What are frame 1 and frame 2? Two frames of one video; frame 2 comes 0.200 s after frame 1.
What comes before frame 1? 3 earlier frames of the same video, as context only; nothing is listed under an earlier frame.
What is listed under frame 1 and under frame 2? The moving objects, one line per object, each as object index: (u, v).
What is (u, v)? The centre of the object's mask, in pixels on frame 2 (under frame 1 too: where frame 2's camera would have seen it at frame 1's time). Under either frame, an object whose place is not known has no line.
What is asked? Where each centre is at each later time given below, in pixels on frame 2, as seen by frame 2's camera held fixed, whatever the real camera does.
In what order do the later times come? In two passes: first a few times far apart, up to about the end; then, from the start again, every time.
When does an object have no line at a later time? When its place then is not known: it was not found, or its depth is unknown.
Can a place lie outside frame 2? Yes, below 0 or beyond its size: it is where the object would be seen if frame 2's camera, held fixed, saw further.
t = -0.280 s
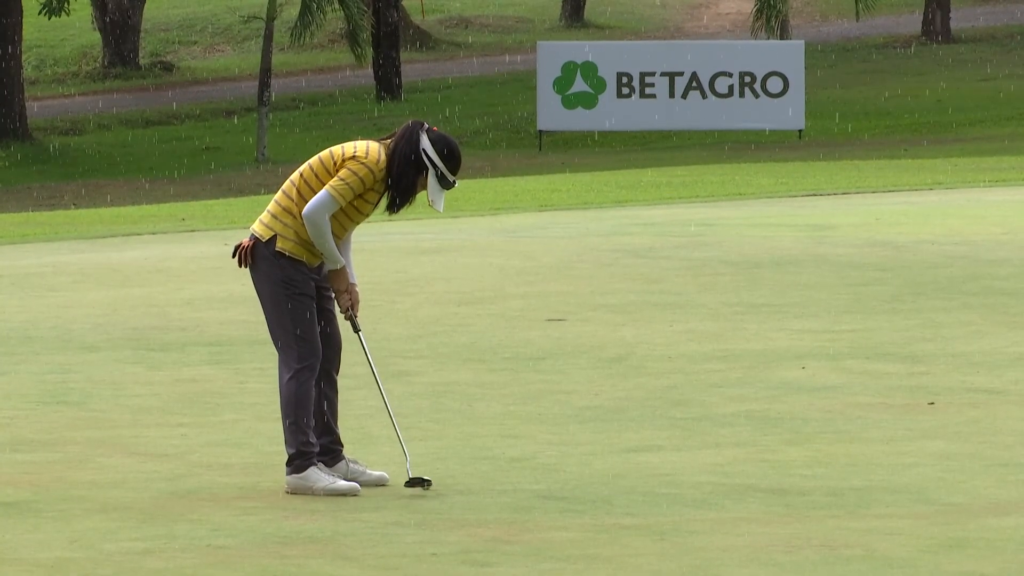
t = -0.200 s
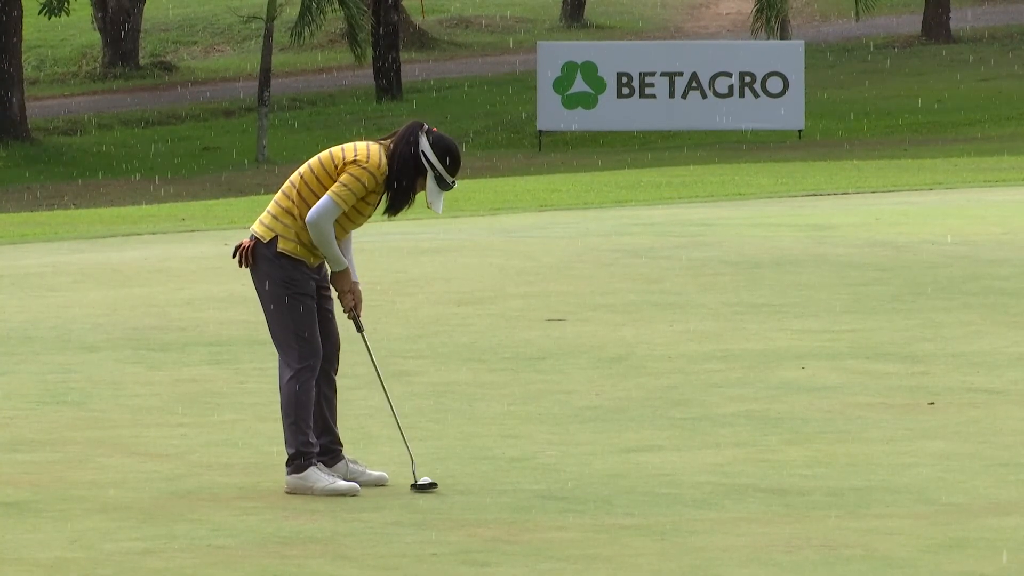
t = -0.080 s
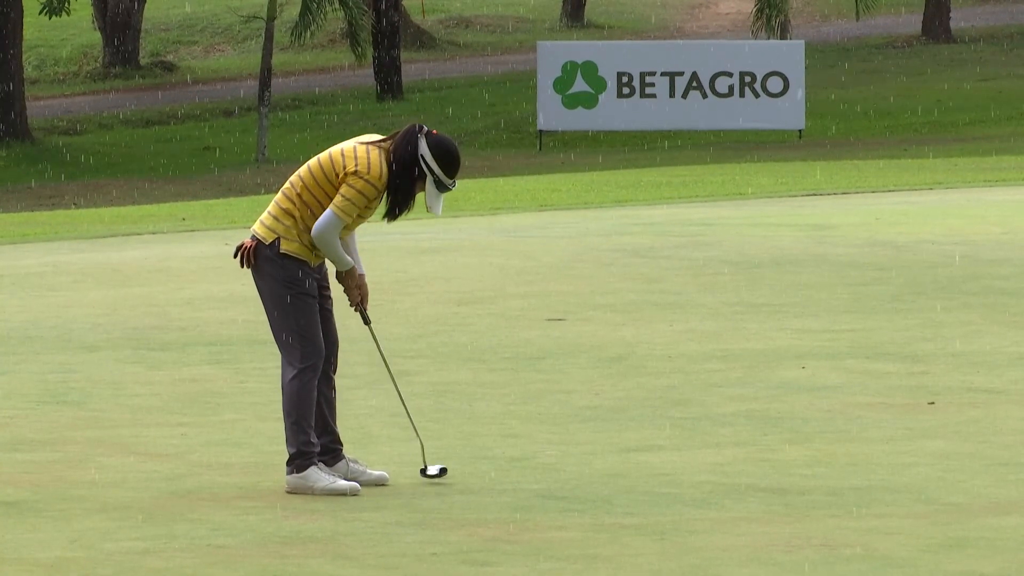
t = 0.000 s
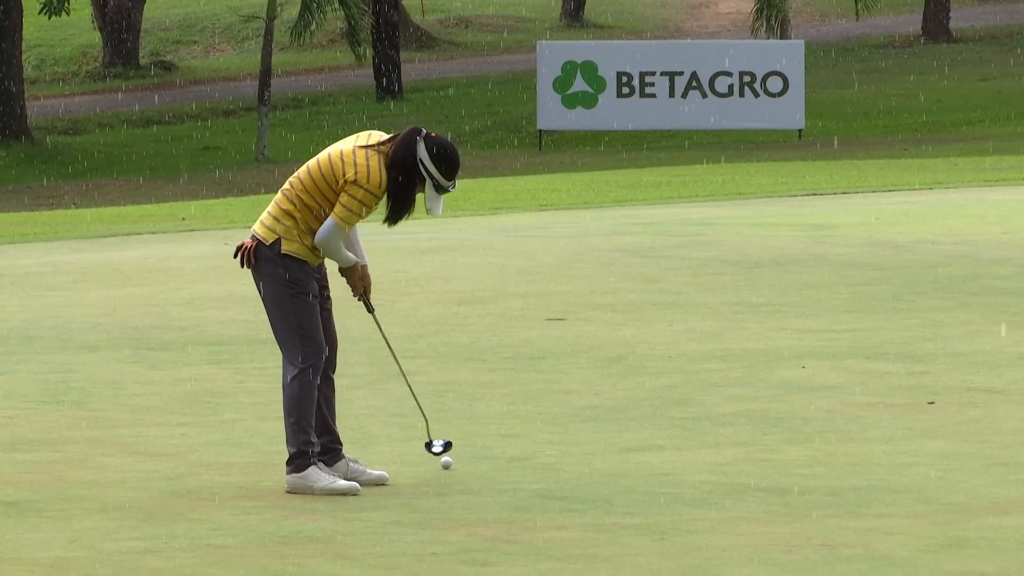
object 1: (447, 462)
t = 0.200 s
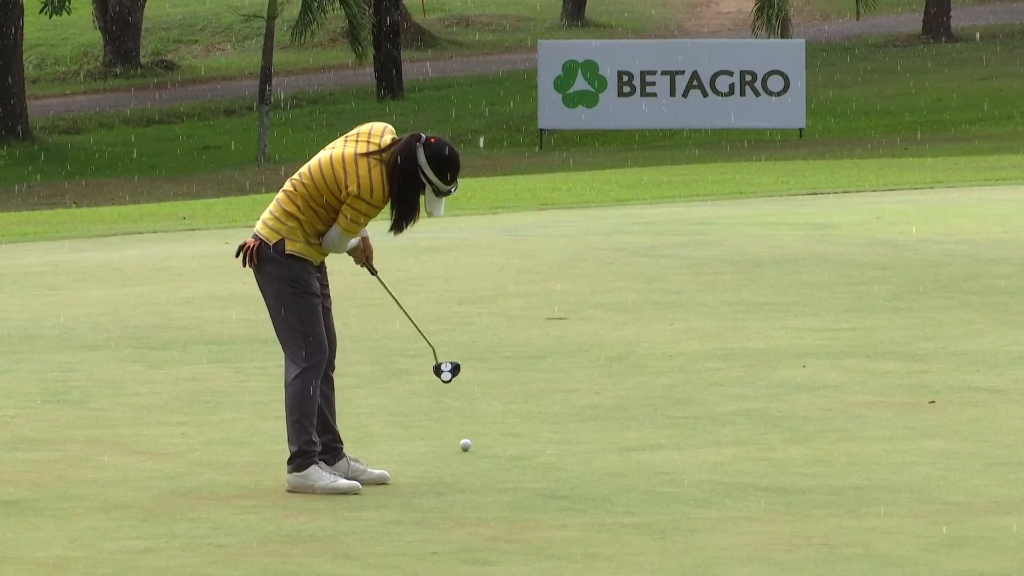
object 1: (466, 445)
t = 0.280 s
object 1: (471, 439)
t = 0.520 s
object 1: (488, 422)
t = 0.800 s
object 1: (505, 407)
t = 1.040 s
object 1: (518, 394)
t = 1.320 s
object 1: (534, 380)
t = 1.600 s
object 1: (550, 369)
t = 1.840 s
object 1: (561, 361)
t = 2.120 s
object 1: (573, 352)
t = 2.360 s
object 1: (581, 344)
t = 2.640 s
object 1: (585, 338)
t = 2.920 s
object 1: (588, 332)
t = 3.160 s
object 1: (591, 328)
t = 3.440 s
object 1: (592, 324)
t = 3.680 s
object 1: (592, 320)
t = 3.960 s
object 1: (590, 318)
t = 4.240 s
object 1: (587, 316)
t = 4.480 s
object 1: (585, 315)
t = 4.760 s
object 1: (581, 315)
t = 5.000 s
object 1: (580, 315)
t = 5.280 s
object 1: (580, 315)
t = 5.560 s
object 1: (580, 315)
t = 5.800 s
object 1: (580, 314)
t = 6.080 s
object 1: (581, 314)
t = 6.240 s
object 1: (580, 316)
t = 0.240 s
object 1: (468, 443)
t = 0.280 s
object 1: (471, 439)
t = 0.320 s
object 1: (474, 437)
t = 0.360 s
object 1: (477, 433)
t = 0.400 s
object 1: (480, 431)
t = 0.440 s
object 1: (483, 427)
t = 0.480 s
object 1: (485, 426)
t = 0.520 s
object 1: (488, 422)
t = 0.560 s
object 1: (490, 421)
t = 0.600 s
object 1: (493, 417)
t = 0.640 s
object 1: (496, 416)
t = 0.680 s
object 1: (498, 413)
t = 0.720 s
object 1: (501, 411)
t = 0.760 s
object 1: (503, 409)
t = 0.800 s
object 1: (505, 407)
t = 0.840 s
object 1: (508, 404)
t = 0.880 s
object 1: (510, 402)
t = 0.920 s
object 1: (512, 400)
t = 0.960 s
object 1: (514, 398)
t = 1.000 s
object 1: (517, 395)
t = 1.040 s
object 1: (518, 394)
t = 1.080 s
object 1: (520, 392)
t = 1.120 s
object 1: (523, 389)
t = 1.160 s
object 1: (525, 388)
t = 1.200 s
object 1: (527, 386)
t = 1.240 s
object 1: (530, 384)
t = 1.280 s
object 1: (532, 382)
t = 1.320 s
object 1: (534, 380)
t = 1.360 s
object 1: (536, 379)
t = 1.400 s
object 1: (539, 377)
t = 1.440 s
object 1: (541, 375)
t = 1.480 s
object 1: (543, 374)
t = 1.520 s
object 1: (546, 372)
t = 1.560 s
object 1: (548, 371)
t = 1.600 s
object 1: (550, 369)
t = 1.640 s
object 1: (552, 368)
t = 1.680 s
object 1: (554, 367)
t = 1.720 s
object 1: (557, 365)
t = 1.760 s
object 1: (558, 363)
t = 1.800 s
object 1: (560, 362)
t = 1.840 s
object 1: (561, 361)
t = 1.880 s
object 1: (563, 359)
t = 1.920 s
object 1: (565, 358)
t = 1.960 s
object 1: (567, 357)
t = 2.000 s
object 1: (569, 355)
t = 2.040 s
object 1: (570, 354)
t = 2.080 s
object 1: (572, 353)
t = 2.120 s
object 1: (573, 352)
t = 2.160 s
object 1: (574, 350)
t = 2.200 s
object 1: (576, 349)
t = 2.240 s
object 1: (577, 348)
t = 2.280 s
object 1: (578, 347)
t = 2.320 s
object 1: (580, 346)
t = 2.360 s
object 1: (581, 344)
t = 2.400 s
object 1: (581, 343)
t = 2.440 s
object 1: (583, 343)
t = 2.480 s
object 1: (583, 341)
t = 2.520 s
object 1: (584, 340)
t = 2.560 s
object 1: (584, 340)
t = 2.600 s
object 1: (585, 338)
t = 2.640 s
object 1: (585, 338)
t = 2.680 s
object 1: (585, 337)
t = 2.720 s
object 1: (586, 336)
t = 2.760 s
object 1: (586, 335)
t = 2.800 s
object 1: (587, 334)
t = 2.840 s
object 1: (587, 333)
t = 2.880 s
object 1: (588, 333)
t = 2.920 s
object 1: (588, 332)
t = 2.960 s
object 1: (588, 331)
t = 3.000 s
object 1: (589, 330)
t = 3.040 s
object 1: (589, 329)
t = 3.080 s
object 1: (589, 329)
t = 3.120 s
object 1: (590, 328)
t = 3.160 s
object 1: (591, 328)
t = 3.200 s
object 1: (591, 327)
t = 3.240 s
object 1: (591, 326)
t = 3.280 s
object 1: (591, 326)
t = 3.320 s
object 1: (592, 325)
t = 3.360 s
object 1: (592, 325)
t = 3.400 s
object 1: (592, 324)
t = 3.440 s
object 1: (592, 324)
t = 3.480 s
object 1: (592, 323)
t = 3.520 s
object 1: (592, 323)
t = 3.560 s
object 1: (592, 322)
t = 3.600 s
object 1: (591, 322)
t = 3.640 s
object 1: (591, 321)
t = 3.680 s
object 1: (592, 320)
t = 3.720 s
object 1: (591, 320)
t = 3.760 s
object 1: (591, 320)
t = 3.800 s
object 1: (591, 320)
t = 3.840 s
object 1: (591, 319)
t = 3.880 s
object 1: (591, 319)
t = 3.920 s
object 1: (590, 318)
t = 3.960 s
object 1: (590, 318)
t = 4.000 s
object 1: (590, 317)
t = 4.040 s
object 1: (589, 317)
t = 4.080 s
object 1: (588, 317)
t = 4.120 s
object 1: (589, 317)
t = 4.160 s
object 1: (587, 317)
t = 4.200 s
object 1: (588, 317)
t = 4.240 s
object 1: (587, 316)
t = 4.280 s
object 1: (587, 316)
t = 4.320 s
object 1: (586, 316)
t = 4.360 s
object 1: (586, 316)
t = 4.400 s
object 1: (586, 316)
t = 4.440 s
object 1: (586, 315)
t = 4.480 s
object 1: (585, 315)
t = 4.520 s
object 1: (585, 315)
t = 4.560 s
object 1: (585, 315)
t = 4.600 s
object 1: (584, 315)
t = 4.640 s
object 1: (584, 315)
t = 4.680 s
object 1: (583, 315)
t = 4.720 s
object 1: (582, 315)
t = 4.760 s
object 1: (581, 315)
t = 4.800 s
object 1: (581, 315)
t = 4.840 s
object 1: (581, 315)
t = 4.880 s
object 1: (580, 315)
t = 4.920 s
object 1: (580, 315)
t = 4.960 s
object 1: (580, 315)
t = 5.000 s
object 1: (580, 315)
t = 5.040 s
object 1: (580, 315)
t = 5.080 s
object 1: (580, 315)
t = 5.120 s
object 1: (580, 315)
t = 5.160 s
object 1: (580, 315)
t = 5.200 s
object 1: (580, 315)
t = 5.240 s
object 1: (580, 315)
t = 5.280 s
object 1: (580, 315)
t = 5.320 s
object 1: (580, 315)
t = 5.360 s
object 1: (580, 315)
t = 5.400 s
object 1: (580, 316)
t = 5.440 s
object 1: (580, 316)
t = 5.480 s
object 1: (580, 316)
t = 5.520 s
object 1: (580, 315)
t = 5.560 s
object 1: (580, 315)
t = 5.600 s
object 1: (580, 315)
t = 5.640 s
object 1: (580, 315)
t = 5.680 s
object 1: (581, 315)
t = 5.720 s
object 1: (580, 314)
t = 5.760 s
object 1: (580, 314)
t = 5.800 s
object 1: (580, 314)
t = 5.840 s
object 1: (580, 314)
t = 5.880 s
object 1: (580, 314)
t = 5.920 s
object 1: (580, 314)
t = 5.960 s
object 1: (580, 315)
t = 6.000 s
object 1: (580, 315)
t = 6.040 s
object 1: (580, 315)
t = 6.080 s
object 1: (581, 314)
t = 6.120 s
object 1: (581, 314)
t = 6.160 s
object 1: (580, 315)
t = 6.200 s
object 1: (581, 315)
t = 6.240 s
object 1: (580, 316)
